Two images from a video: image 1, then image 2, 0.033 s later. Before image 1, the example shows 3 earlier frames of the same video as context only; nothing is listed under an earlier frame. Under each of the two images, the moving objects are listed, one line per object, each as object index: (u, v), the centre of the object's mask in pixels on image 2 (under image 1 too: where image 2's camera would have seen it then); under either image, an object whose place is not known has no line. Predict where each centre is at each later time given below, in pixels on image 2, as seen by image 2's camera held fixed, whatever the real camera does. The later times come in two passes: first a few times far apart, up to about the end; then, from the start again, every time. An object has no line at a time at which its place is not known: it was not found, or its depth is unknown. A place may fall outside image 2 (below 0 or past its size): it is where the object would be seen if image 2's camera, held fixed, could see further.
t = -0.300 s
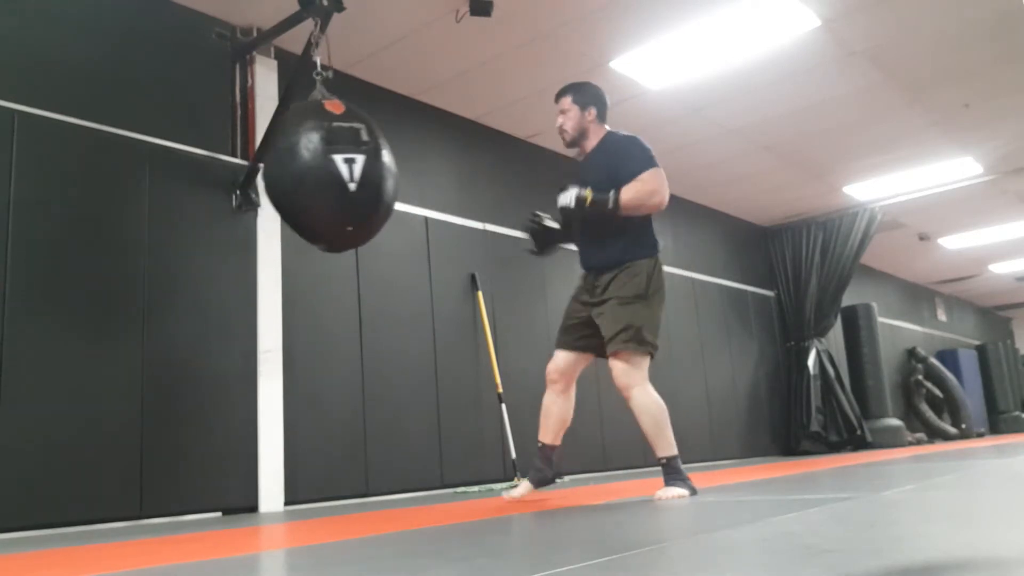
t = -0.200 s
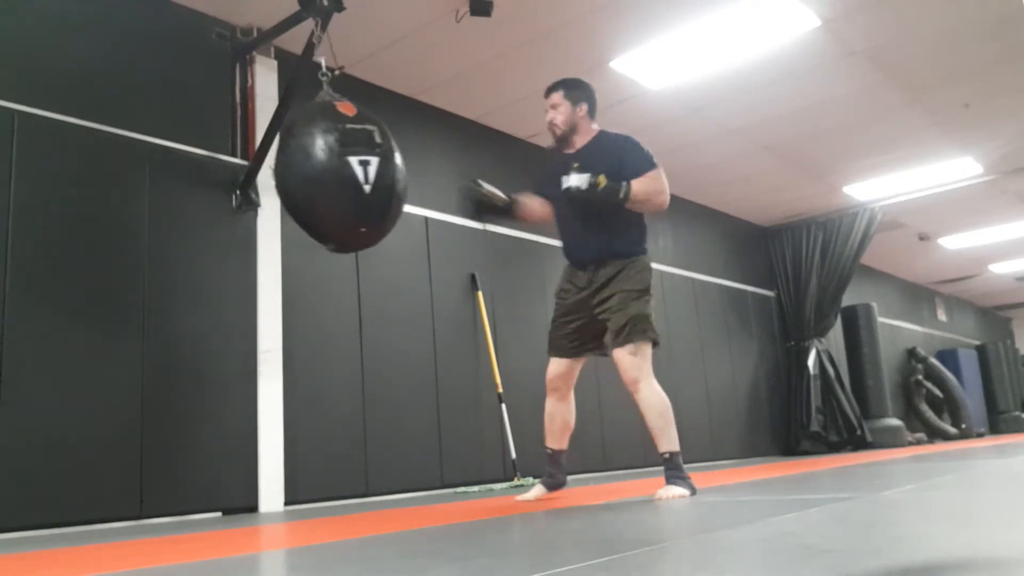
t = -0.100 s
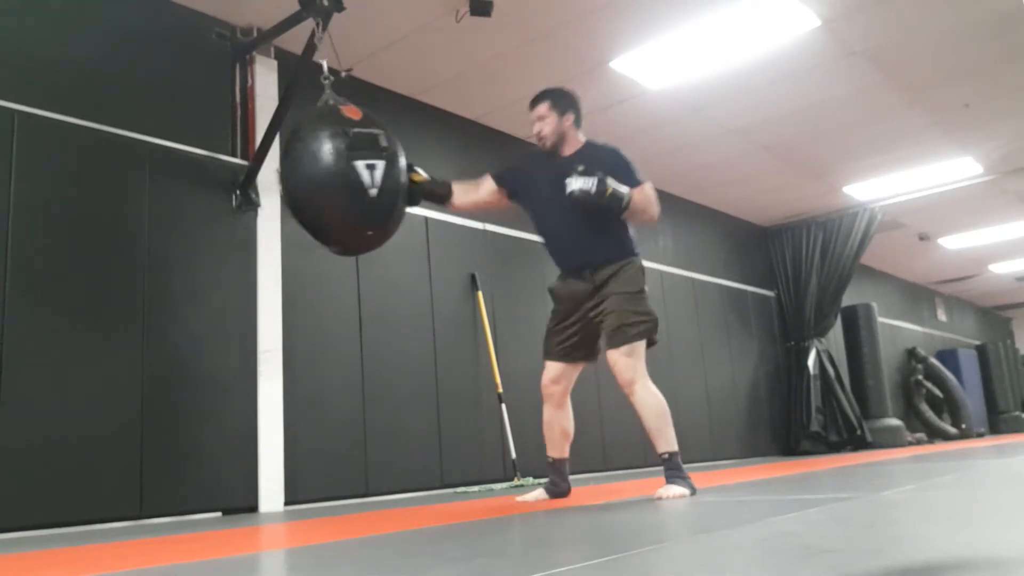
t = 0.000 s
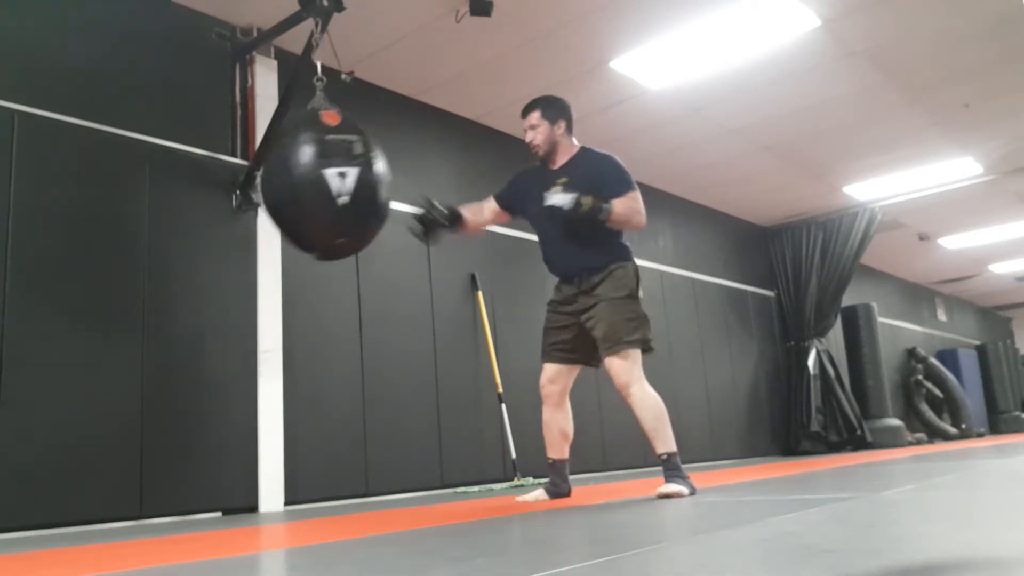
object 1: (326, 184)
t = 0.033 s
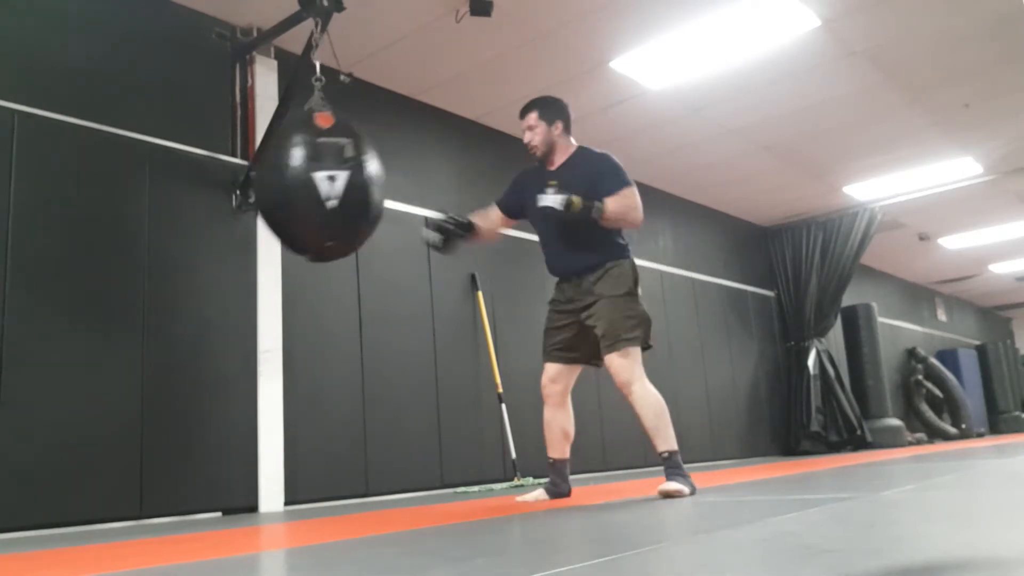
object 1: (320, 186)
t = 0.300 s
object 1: (276, 194)
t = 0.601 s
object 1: (268, 199)
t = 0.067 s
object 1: (312, 187)
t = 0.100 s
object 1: (306, 188)
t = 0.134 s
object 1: (301, 189)
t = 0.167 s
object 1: (295, 190)
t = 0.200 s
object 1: (290, 192)
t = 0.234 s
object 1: (284, 193)
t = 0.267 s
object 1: (280, 193)
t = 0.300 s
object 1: (276, 194)
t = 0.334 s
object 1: (273, 194)
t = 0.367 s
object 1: (270, 195)
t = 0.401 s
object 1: (268, 196)
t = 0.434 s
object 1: (266, 196)
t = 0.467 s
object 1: (265, 197)
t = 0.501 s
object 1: (265, 197)
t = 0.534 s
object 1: (265, 197)
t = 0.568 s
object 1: (266, 198)
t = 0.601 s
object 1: (268, 199)
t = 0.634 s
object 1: (270, 200)
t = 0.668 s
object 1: (273, 201)
